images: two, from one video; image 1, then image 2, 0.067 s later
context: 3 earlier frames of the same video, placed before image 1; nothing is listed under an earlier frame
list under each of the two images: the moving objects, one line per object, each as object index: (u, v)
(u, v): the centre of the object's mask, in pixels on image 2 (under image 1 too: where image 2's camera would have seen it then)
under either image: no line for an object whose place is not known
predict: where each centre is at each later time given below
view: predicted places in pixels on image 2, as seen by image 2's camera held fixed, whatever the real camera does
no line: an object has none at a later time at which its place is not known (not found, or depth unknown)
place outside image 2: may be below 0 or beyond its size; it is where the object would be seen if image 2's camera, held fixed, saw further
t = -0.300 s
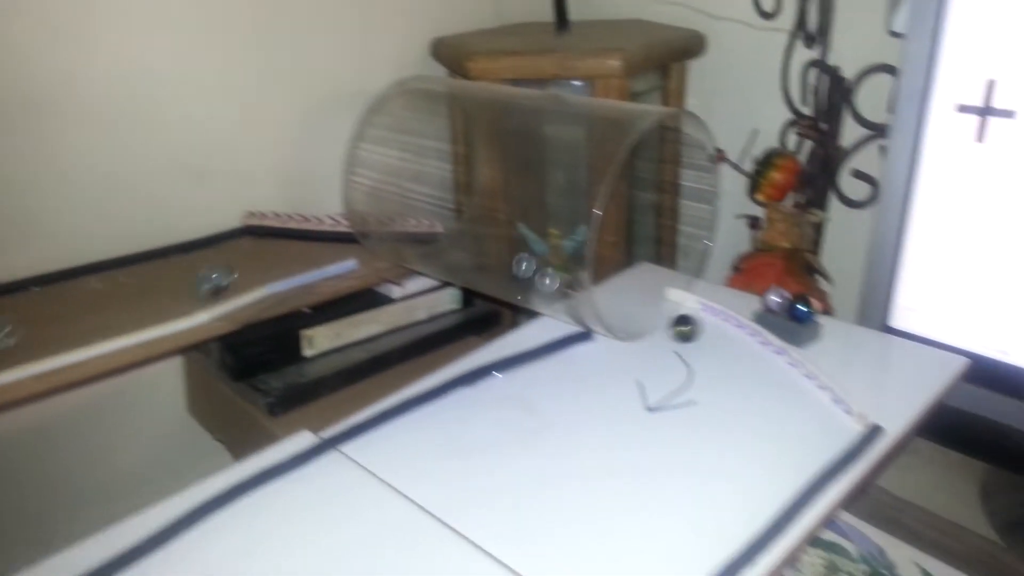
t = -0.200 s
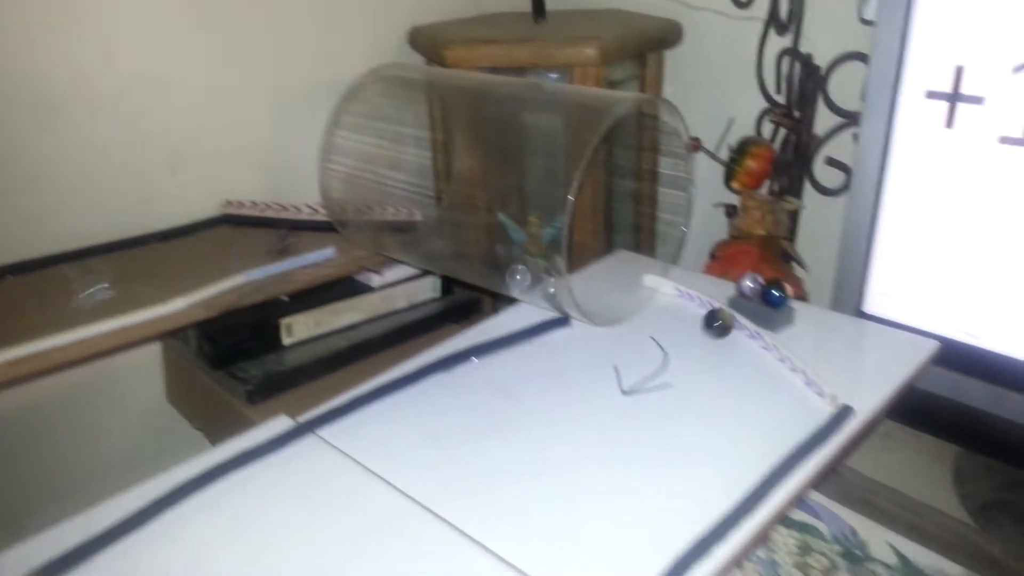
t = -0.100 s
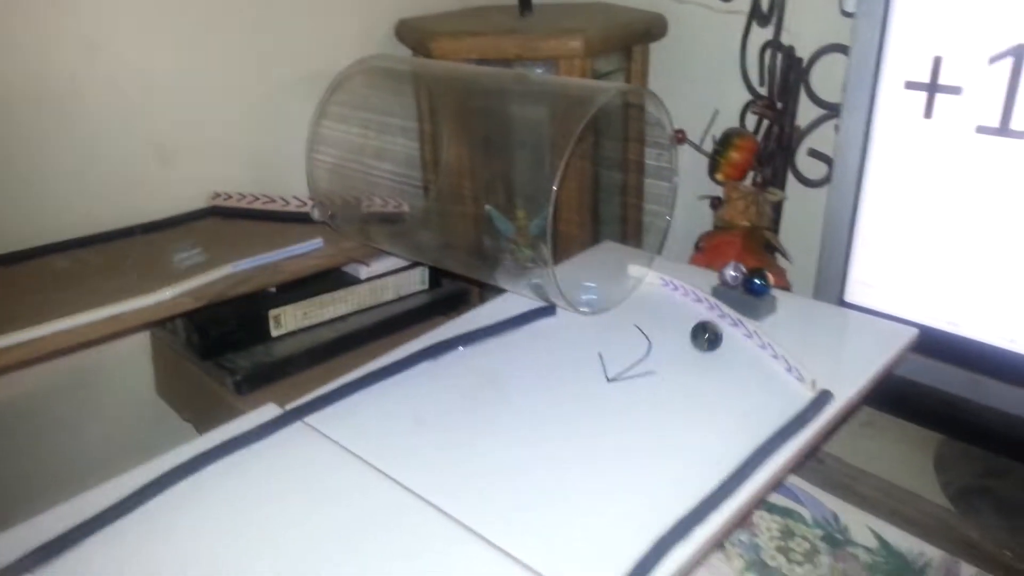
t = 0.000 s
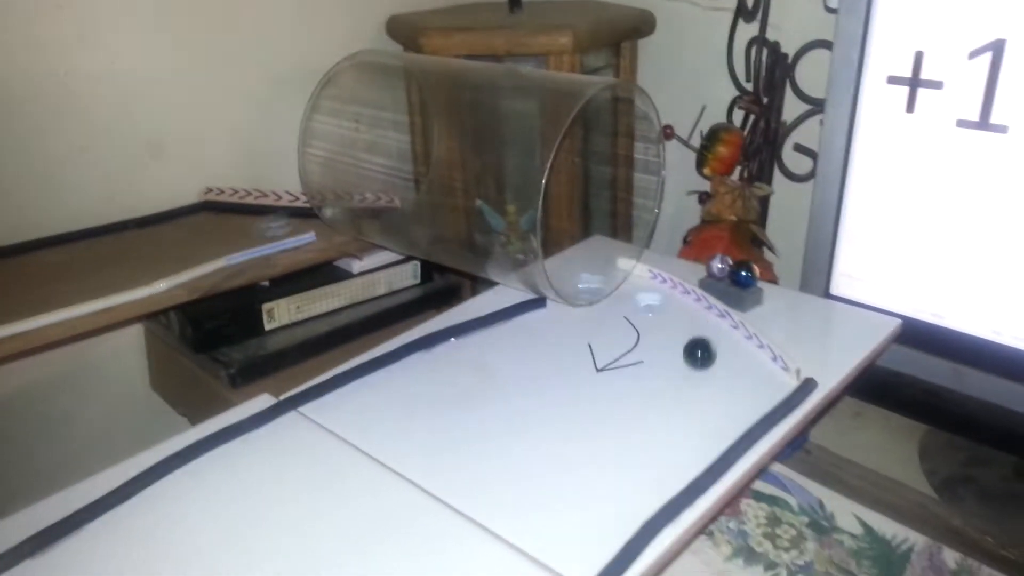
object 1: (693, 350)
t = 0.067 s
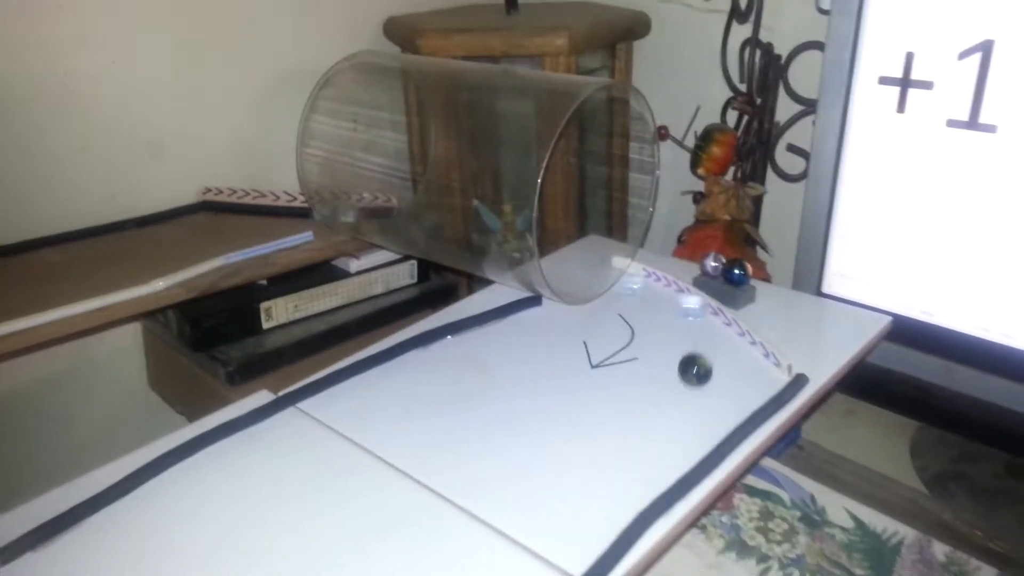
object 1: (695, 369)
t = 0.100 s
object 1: (696, 380)
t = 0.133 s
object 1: (696, 391)
